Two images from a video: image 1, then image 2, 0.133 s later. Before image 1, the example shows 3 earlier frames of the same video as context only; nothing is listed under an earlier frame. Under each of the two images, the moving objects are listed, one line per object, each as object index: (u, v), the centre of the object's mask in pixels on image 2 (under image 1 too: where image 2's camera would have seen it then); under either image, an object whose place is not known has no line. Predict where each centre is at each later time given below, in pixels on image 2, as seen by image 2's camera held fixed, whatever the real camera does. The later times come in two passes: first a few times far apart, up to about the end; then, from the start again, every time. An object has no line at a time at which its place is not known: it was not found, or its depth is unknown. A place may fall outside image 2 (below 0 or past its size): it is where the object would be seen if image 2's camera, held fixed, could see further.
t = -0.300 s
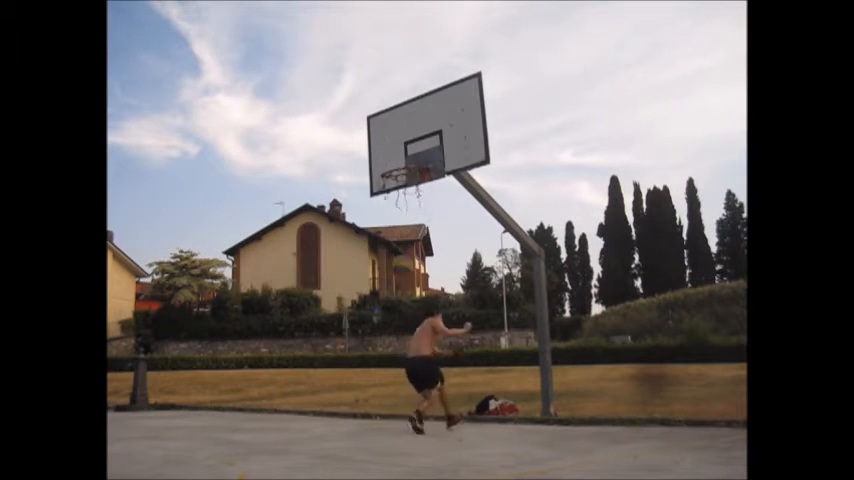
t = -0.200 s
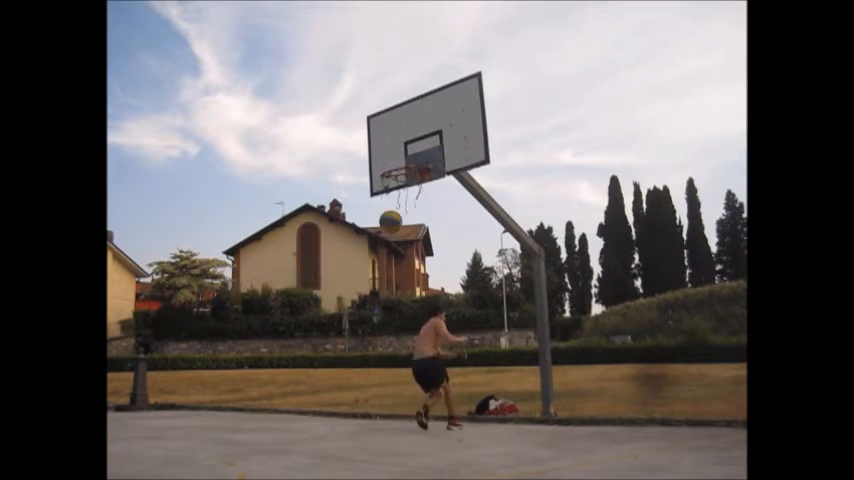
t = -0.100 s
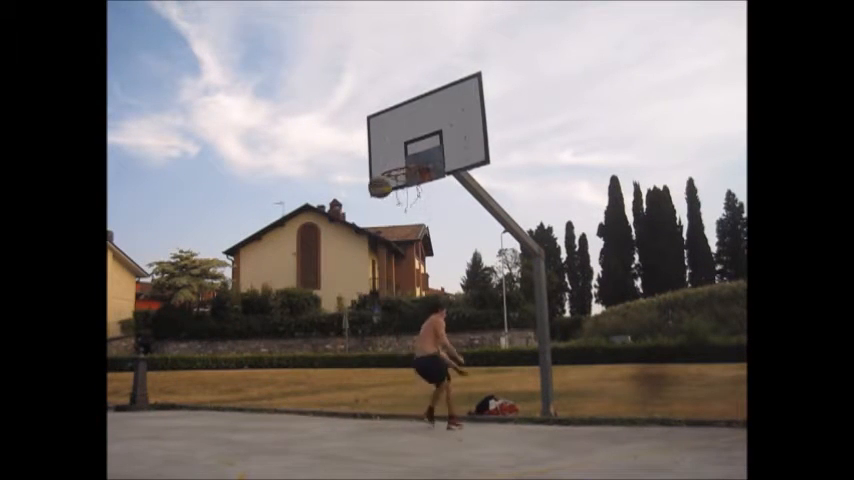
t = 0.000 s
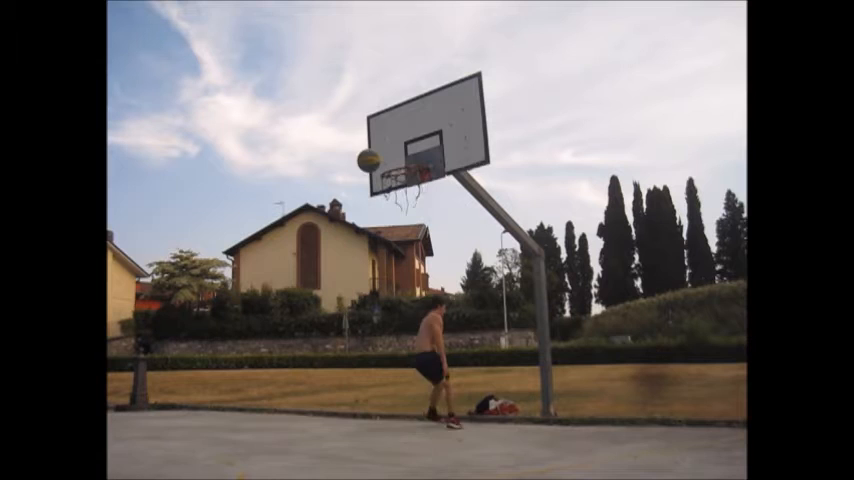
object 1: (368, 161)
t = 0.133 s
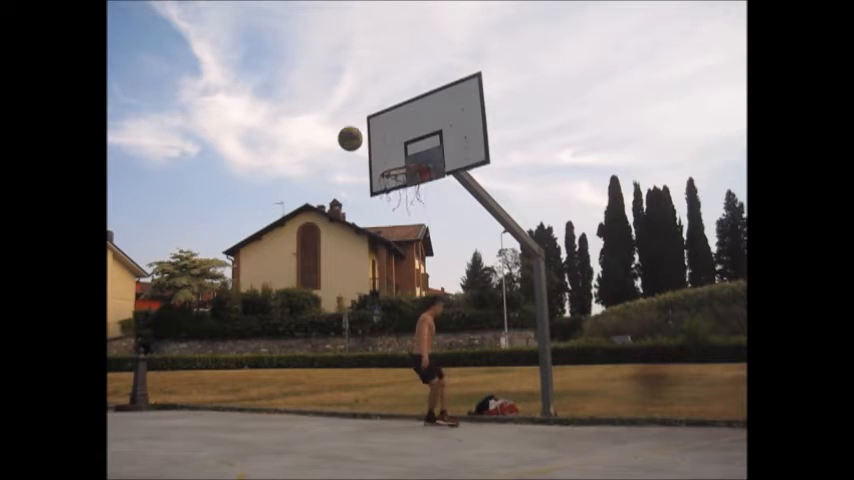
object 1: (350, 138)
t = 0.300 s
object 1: (330, 145)
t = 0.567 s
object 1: (293, 230)
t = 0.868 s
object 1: (244, 453)
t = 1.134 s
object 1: (215, 270)
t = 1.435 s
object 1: (179, 183)
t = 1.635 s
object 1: (148, 202)
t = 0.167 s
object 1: (346, 137)
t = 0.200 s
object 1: (342, 137)
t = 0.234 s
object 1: (338, 139)
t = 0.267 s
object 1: (334, 142)
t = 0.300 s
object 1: (330, 145)
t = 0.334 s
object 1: (325, 151)
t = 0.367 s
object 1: (321, 158)
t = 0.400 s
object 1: (316, 165)
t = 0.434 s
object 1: (312, 175)
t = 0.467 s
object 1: (307, 186)
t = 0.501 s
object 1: (303, 198)
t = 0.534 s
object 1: (297, 213)
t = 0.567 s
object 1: (293, 230)
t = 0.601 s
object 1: (288, 248)
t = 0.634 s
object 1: (282, 269)
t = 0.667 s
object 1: (277, 290)
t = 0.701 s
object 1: (273, 314)
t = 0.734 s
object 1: (267, 340)
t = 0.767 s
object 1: (261, 369)
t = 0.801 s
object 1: (256, 401)
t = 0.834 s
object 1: (249, 435)
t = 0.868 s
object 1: (244, 453)
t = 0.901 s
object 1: (241, 425)
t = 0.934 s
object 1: (237, 400)
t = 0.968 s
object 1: (234, 374)
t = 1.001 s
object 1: (229, 351)
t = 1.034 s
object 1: (226, 326)
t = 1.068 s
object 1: (222, 305)
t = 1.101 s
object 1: (217, 289)
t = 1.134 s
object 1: (215, 270)
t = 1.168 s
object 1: (212, 254)
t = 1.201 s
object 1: (208, 239)
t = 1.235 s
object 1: (204, 226)
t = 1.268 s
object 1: (200, 215)
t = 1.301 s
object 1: (196, 205)
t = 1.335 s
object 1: (192, 197)
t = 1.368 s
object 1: (188, 191)
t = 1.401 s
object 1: (183, 186)
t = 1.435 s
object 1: (179, 183)
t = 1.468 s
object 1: (174, 181)
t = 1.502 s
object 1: (169, 182)
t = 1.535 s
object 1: (164, 184)
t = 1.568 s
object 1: (159, 188)
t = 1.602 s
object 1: (153, 194)
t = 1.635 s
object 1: (148, 202)
